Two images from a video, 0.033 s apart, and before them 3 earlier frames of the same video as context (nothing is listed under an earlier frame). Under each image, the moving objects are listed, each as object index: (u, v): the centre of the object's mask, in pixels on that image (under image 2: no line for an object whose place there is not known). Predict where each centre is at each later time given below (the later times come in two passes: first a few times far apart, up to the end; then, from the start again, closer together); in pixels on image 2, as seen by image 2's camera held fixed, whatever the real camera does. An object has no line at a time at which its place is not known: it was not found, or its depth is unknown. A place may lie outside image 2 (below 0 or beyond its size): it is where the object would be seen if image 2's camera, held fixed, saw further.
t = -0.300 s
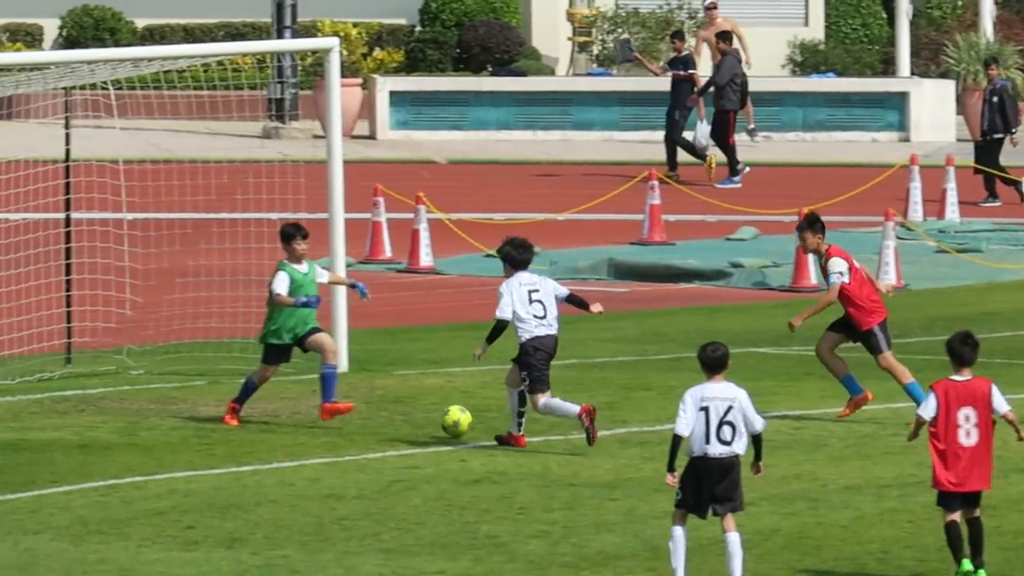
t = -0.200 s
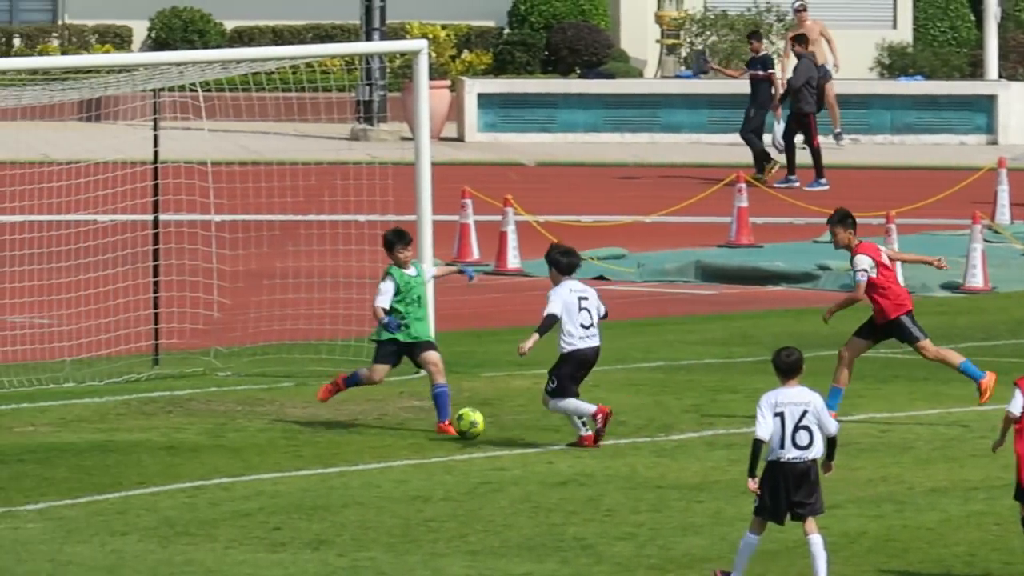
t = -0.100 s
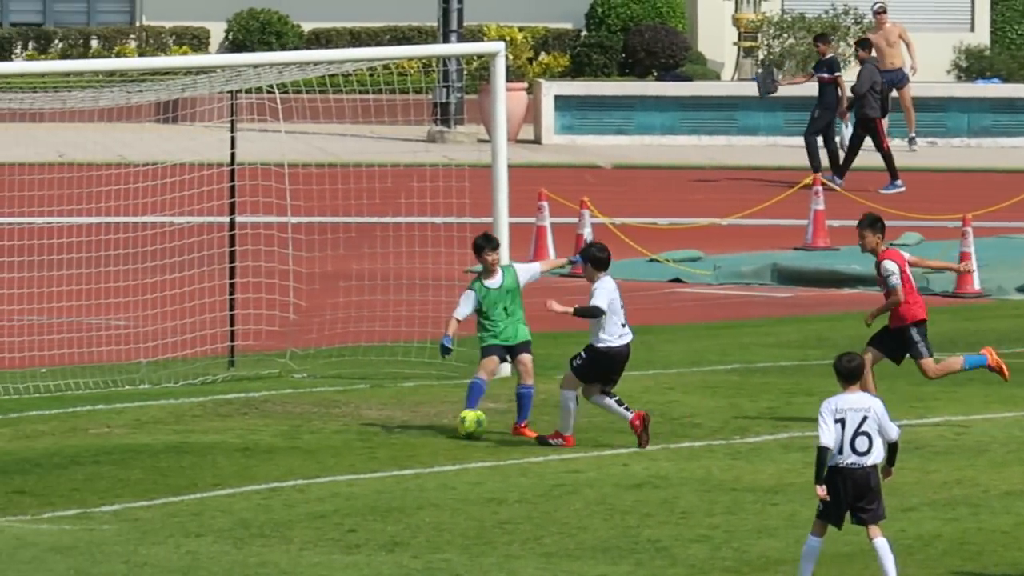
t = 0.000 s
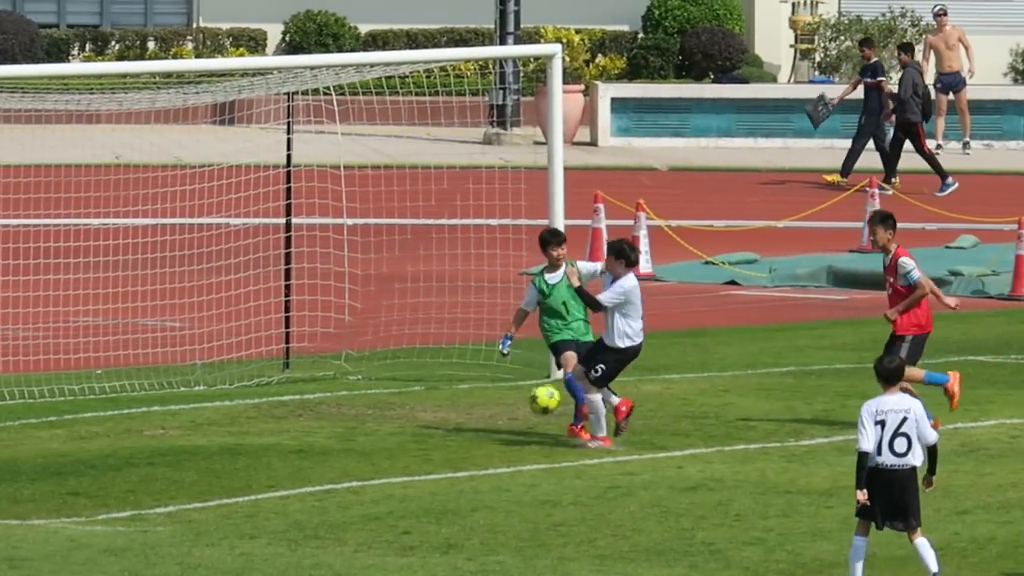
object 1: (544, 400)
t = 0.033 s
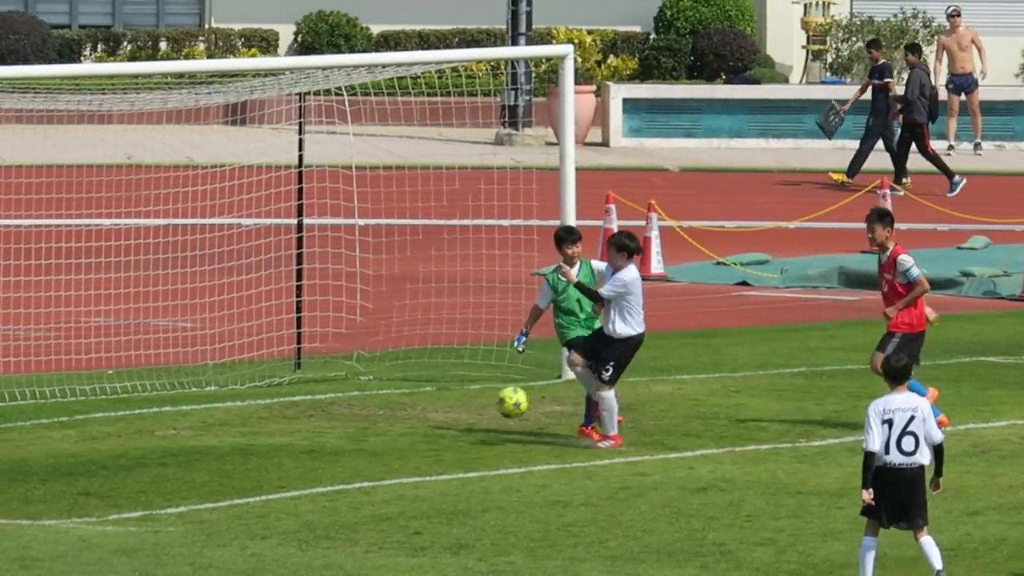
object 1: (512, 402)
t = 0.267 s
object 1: (253, 410)
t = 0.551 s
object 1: (4, 430)
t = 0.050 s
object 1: (491, 404)
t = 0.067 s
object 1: (469, 406)
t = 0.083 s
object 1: (448, 408)
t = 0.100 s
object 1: (426, 412)
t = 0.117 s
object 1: (405, 416)
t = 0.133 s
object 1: (384, 421)
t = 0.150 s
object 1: (363, 426)
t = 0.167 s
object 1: (342, 428)
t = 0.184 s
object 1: (327, 425)
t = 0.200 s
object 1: (312, 422)
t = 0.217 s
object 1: (298, 418)
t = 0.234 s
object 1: (283, 415)
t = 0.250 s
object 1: (268, 412)
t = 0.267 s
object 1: (253, 410)
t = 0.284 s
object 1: (238, 408)
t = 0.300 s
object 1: (223, 407)
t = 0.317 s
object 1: (208, 406)
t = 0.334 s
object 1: (193, 405)
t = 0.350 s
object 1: (180, 405)
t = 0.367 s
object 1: (165, 405)
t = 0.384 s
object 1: (150, 405)
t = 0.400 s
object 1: (135, 406)
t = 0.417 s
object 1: (120, 408)
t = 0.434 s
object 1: (105, 410)
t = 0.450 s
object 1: (91, 411)
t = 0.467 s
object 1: (76, 415)
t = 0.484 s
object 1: (62, 416)
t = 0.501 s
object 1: (47, 421)
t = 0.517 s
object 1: (32, 424)
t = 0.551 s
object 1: (4, 430)
